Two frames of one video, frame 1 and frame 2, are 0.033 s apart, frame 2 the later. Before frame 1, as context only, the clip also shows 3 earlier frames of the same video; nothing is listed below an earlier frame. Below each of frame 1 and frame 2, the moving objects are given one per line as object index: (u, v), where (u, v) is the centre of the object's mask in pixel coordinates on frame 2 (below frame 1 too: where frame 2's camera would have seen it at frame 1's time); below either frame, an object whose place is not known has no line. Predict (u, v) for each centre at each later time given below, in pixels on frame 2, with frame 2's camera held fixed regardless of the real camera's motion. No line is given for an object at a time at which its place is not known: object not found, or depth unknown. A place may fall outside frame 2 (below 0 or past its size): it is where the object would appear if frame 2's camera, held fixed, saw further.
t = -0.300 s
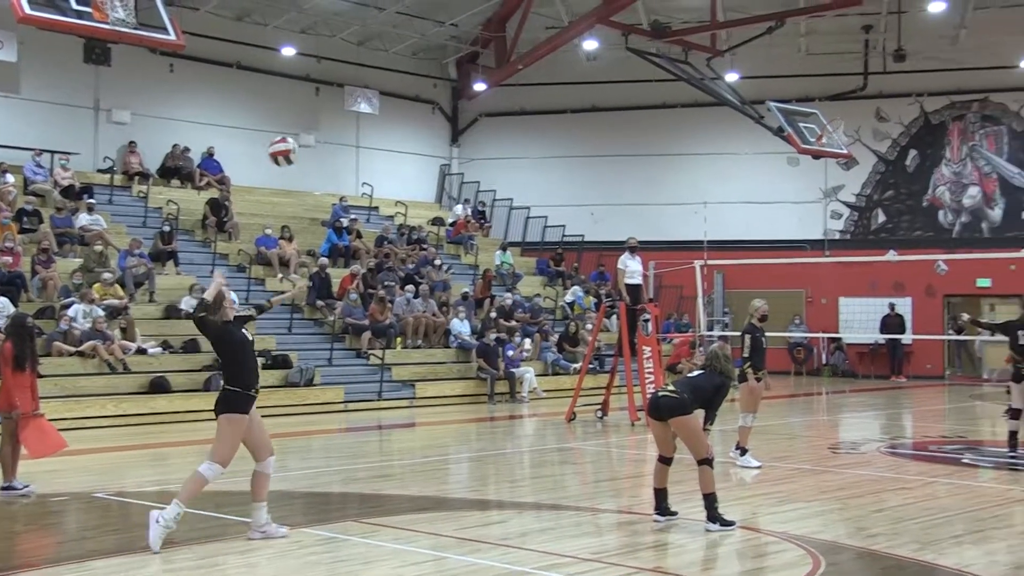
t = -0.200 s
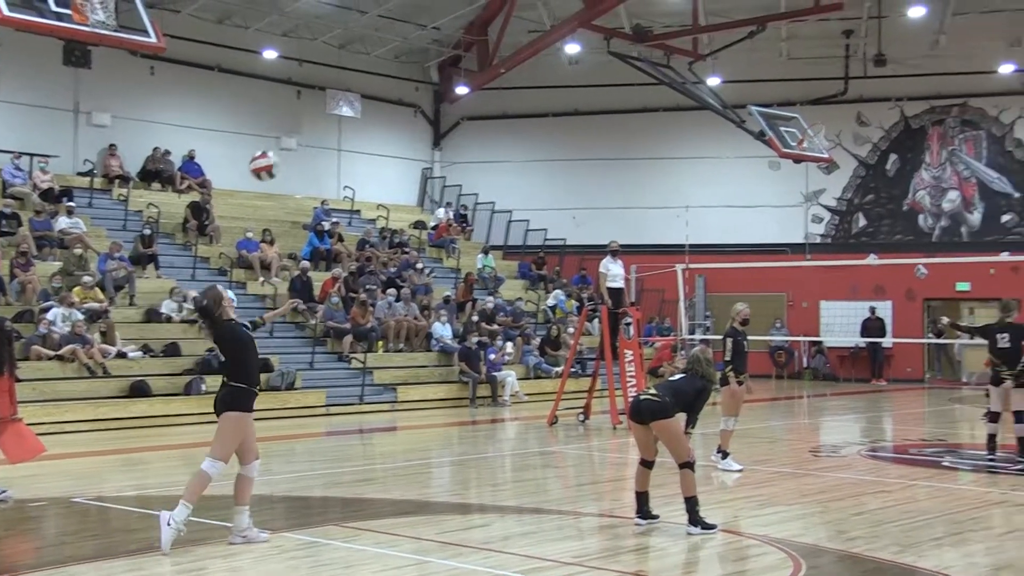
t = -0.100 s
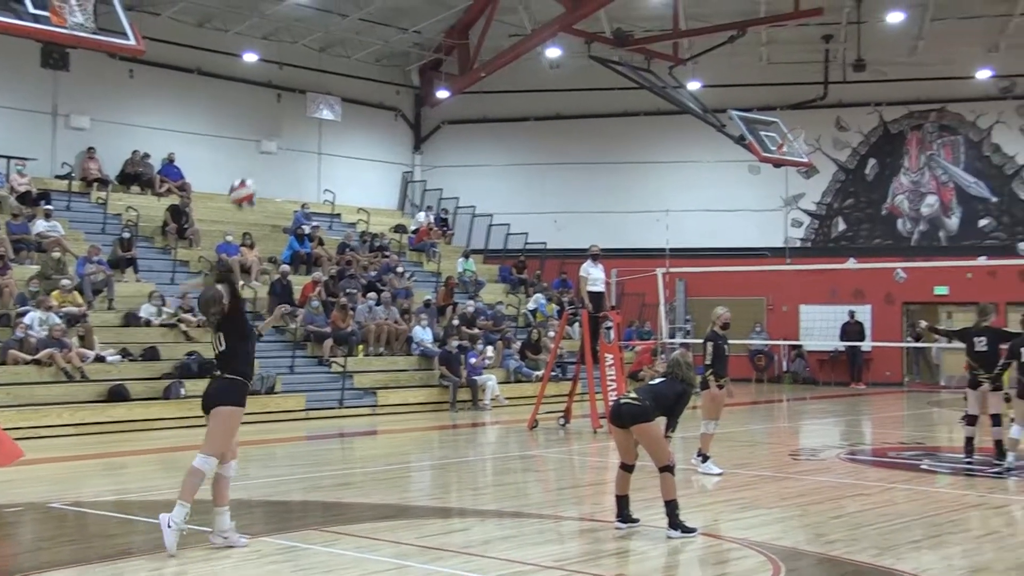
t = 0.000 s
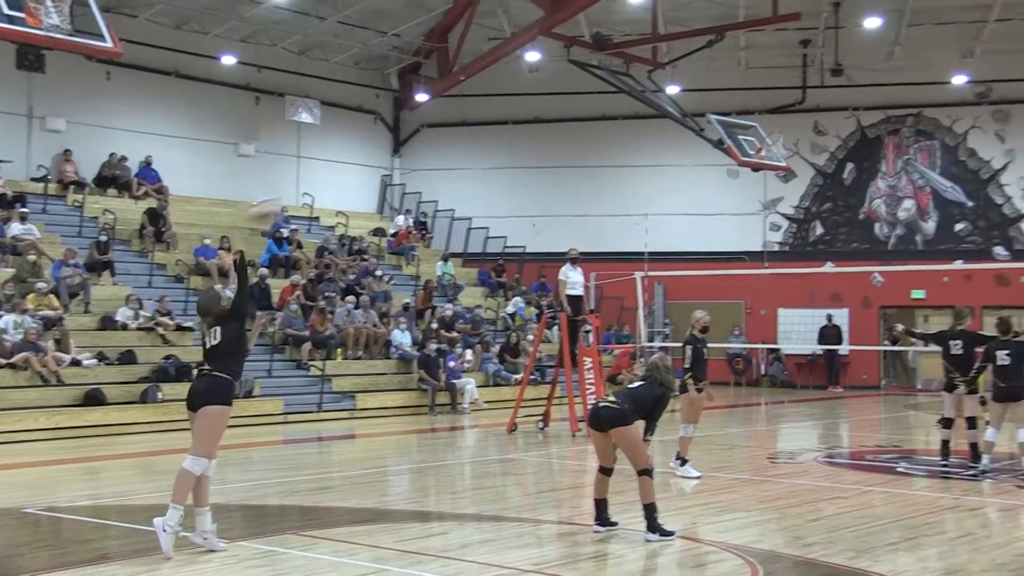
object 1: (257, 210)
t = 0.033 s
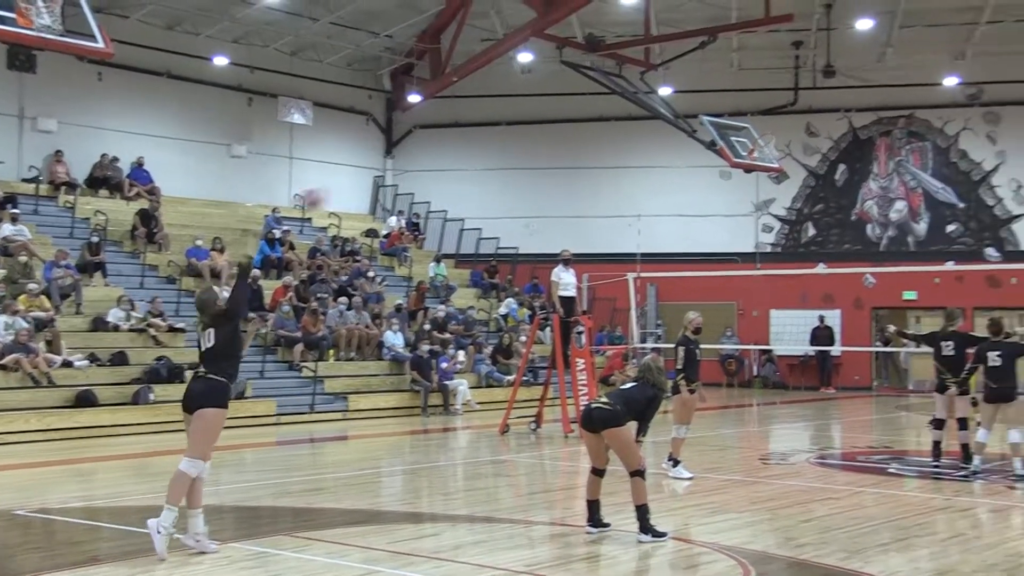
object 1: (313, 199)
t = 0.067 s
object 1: (359, 186)
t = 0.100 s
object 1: (406, 174)
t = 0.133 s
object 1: (448, 166)
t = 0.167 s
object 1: (486, 159)
